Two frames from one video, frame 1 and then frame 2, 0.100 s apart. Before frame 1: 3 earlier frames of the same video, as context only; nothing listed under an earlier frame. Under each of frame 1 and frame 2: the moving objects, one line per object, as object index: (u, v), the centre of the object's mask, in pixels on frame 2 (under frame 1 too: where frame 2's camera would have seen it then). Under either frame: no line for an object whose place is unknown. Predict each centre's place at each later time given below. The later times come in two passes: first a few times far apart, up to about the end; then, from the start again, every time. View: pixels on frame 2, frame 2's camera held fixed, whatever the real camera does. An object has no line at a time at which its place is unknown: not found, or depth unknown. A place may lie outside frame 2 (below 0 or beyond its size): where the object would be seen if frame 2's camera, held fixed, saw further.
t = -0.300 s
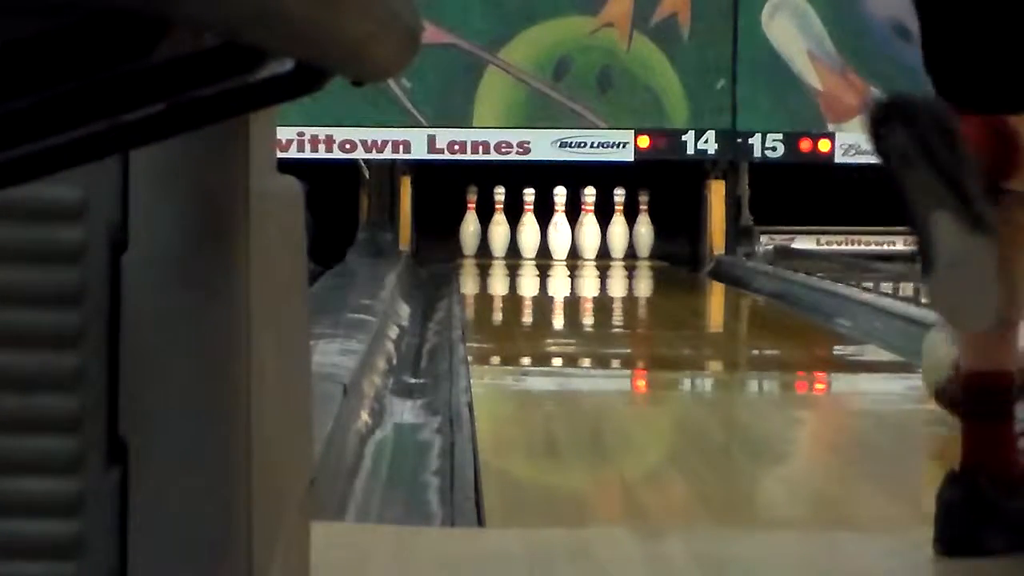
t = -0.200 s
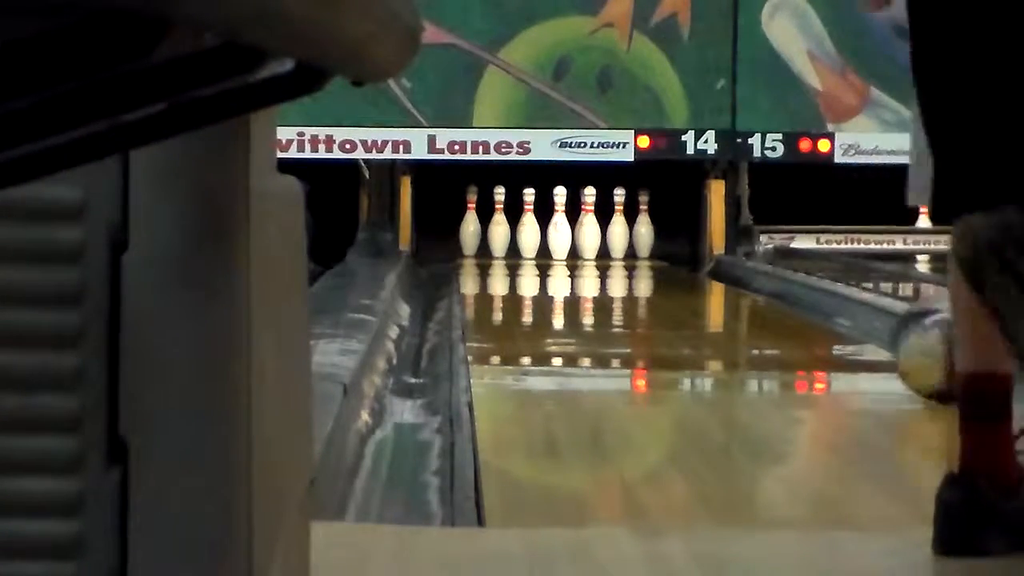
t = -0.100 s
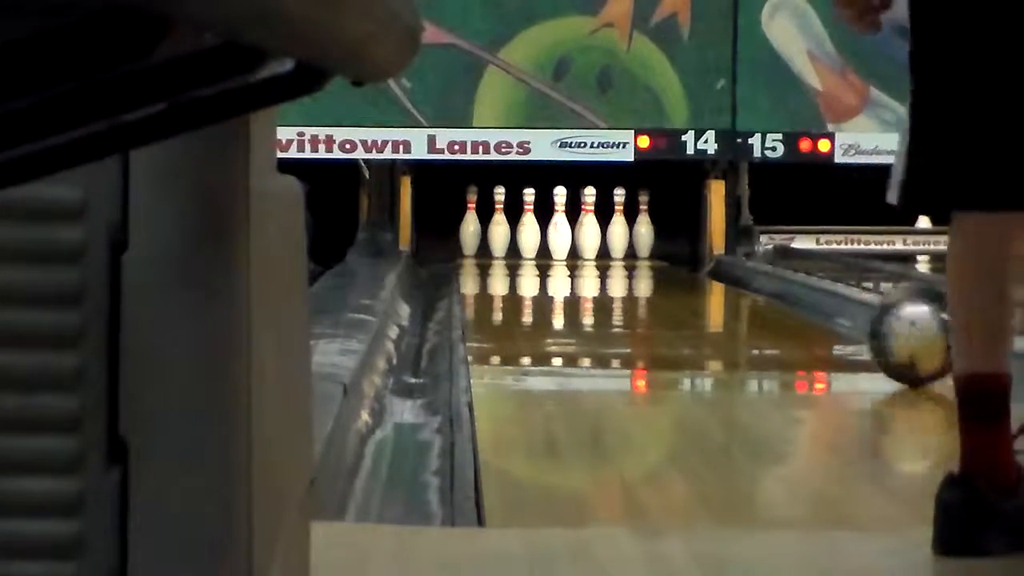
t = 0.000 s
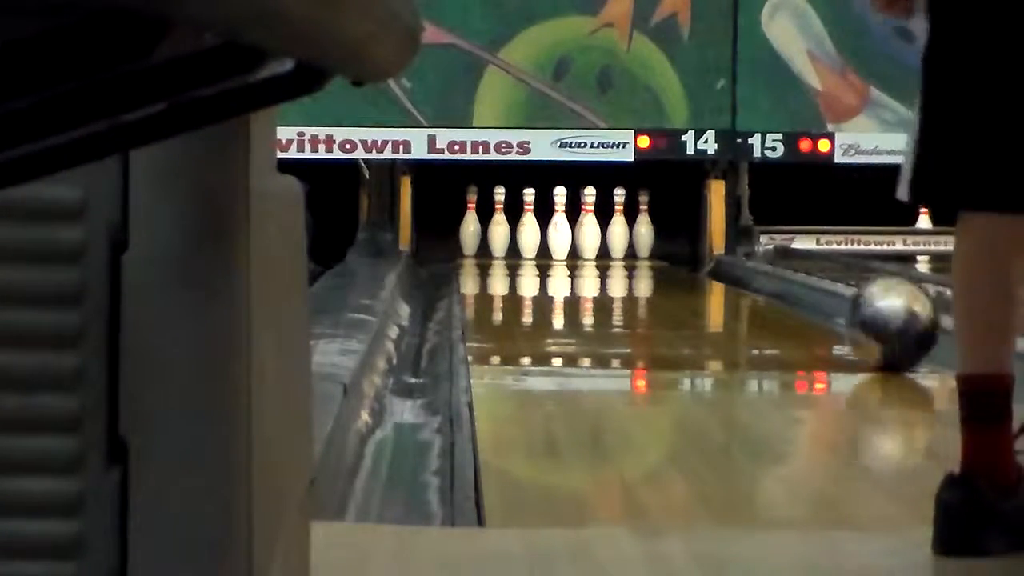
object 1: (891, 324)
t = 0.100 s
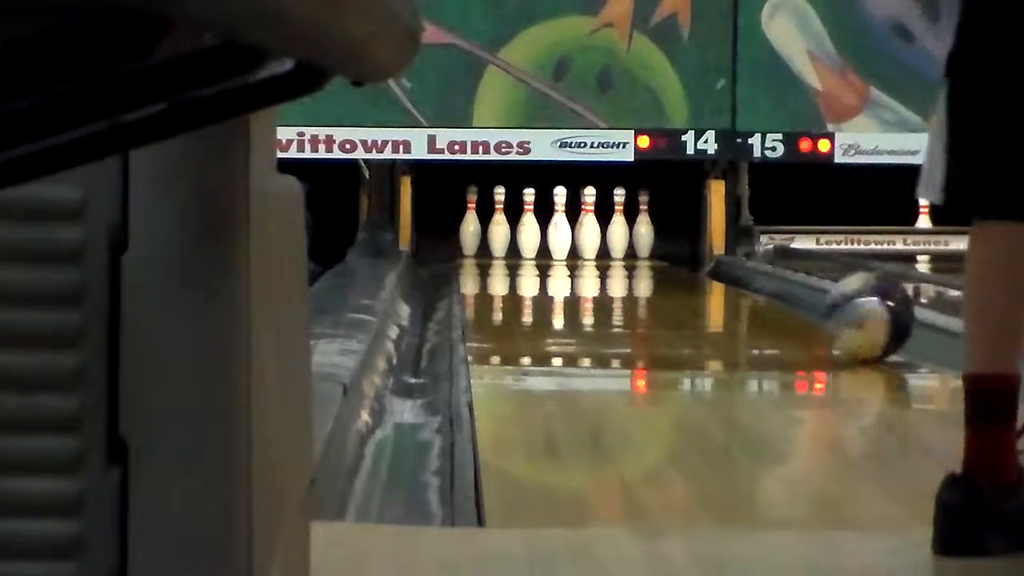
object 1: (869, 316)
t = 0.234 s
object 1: (840, 306)
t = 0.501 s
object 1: (793, 289)
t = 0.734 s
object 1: (759, 274)
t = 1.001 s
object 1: (720, 267)
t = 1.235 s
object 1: (690, 262)
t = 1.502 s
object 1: (663, 256)
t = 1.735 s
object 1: (630, 251)
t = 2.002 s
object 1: (601, 246)
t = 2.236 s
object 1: (580, 244)
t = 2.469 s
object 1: (557, 241)
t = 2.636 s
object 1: (545, 239)
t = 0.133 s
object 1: (863, 313)
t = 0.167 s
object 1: (856, 312)
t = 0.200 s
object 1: (847, 308)
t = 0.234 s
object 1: (840, 306)
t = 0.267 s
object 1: (834, 304)
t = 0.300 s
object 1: (828, 301)
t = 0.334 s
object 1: (823, 298)
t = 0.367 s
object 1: (818, 297)
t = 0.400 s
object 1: (812, 294)
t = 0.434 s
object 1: (804, 292)
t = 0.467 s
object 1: (797, 289)
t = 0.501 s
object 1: (793, 289)
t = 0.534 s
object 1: (789, 286)
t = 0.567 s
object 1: (784, 284)
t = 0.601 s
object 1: (779, 283)
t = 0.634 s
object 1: (771, 282)
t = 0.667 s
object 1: (767, 281)
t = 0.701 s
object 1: (763, 280)
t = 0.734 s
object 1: (759, 274)
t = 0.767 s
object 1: (750, 276)
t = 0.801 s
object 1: (748, 276)
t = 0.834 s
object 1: (743, 273)
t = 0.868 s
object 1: (740, 271)
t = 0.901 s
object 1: (734, 270)
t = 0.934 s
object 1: (728, 271)
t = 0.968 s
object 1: (725, 268)
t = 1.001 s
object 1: (720, 267)
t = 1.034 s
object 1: (715, 266)
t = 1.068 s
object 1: (710, 265)
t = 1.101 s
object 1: (707, 264)
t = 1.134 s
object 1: (702, 264)
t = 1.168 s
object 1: (698, 263)
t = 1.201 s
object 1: (694, 262)
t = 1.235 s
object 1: (690, 262)
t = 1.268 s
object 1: (686, 261)
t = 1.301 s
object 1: (683, 260)
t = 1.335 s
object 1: (679, 260)
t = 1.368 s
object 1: (677, 259)
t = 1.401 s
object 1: (674, 258)
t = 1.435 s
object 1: (669, 258)
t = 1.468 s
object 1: (668, 257)
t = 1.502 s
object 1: (663, 256)
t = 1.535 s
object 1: (661, 256)
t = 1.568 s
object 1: (658, 256)
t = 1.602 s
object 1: (642, 253)
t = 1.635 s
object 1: (639, 253)
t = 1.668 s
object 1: (637, 252)
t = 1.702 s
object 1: (633, 252)
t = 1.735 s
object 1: (630, 251)
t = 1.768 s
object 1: (626, 251)
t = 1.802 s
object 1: (622, 250)
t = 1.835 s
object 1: (618, 250)
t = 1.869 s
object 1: (615, 250)
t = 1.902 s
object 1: (612, 249)
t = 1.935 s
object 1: (608, 248)
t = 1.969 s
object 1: (604, 247)
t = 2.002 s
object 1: (601, 246)
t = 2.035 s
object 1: (598, 247)
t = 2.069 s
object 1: (595, 246)
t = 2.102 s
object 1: (593, 245)
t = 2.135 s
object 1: (588, 245)
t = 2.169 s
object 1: (585, 244)
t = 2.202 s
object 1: (582, 244)
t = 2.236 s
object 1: (580, 244)
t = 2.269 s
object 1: (575, 243)
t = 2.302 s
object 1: (572, 243)
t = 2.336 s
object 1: (568, 243)
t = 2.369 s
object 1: (566, 242)
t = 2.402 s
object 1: (562, 241)
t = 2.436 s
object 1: (559, 240)
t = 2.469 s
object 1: (557, 241)
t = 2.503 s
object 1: (555, 240)
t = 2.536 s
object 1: (551, 240)
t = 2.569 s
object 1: (548, 239)
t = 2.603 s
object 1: (546, 240)
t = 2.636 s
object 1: (545, 239)
